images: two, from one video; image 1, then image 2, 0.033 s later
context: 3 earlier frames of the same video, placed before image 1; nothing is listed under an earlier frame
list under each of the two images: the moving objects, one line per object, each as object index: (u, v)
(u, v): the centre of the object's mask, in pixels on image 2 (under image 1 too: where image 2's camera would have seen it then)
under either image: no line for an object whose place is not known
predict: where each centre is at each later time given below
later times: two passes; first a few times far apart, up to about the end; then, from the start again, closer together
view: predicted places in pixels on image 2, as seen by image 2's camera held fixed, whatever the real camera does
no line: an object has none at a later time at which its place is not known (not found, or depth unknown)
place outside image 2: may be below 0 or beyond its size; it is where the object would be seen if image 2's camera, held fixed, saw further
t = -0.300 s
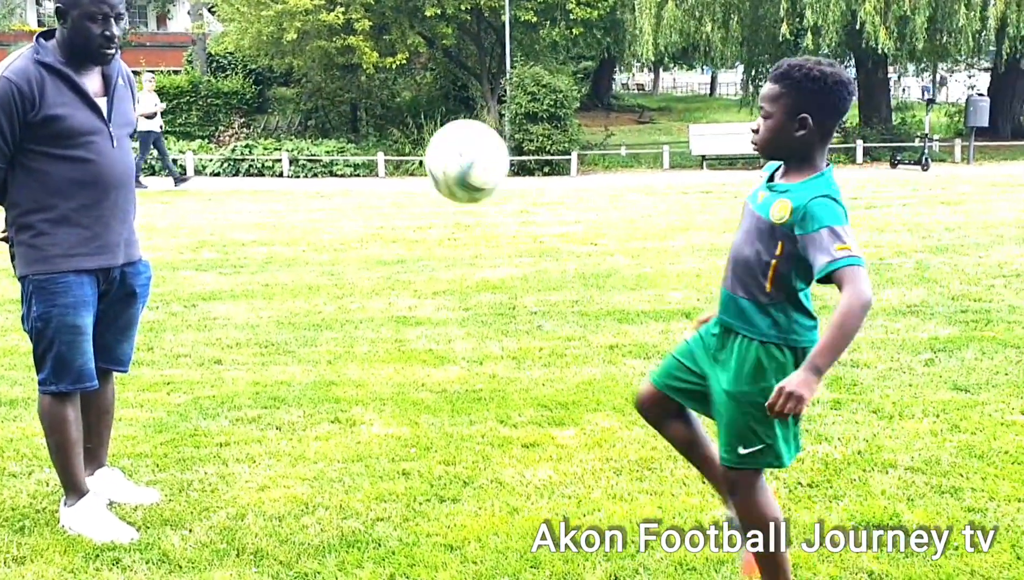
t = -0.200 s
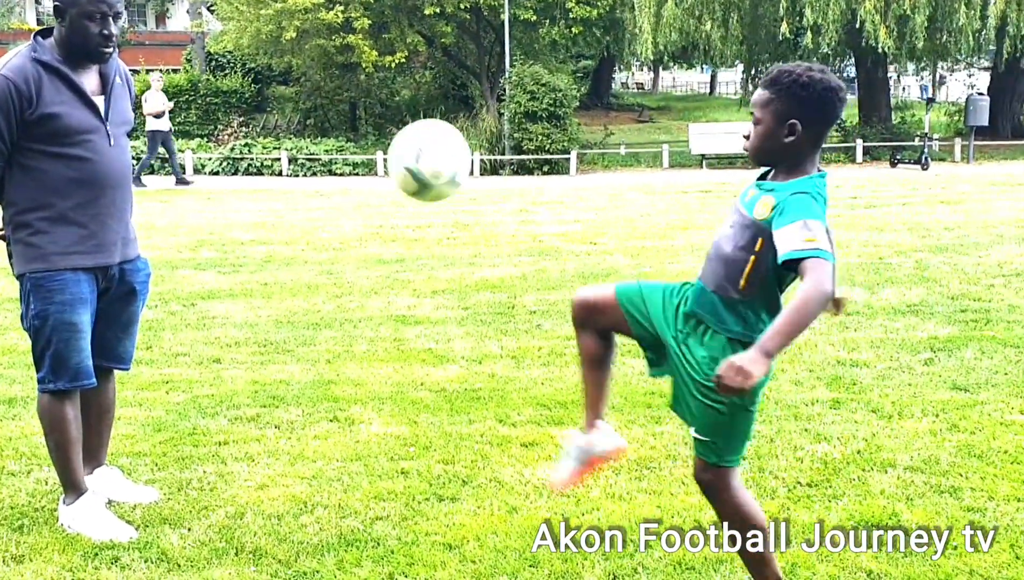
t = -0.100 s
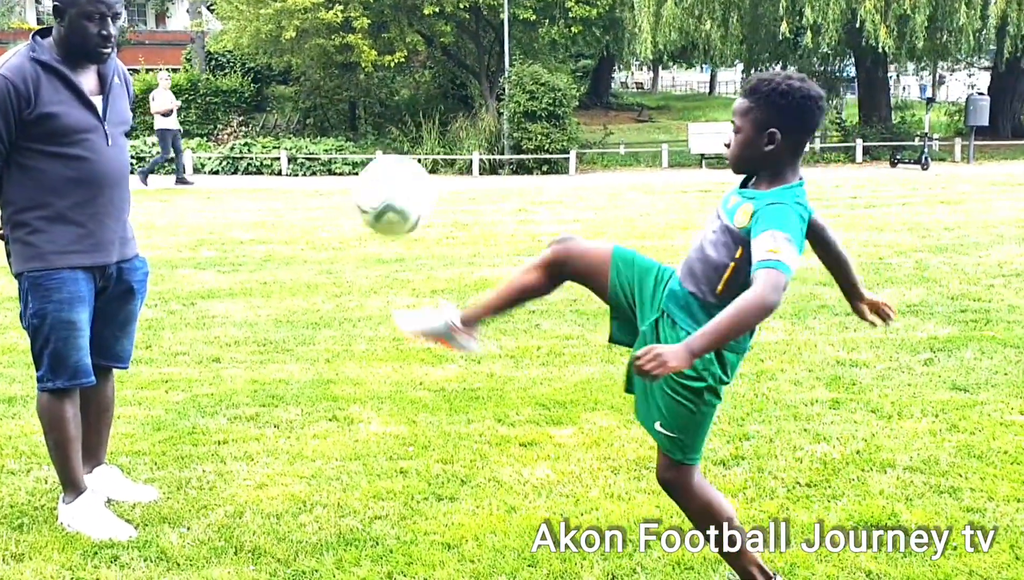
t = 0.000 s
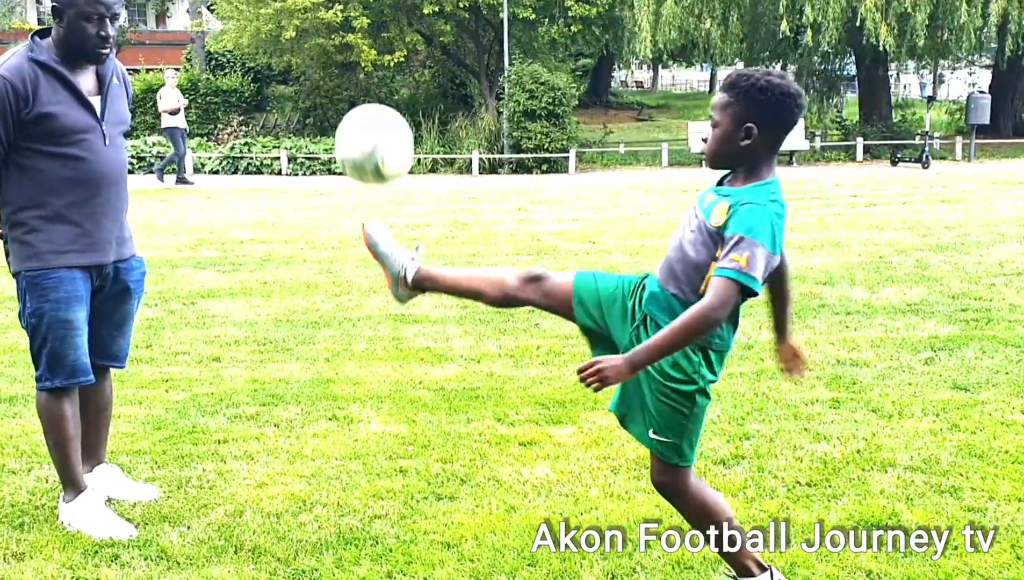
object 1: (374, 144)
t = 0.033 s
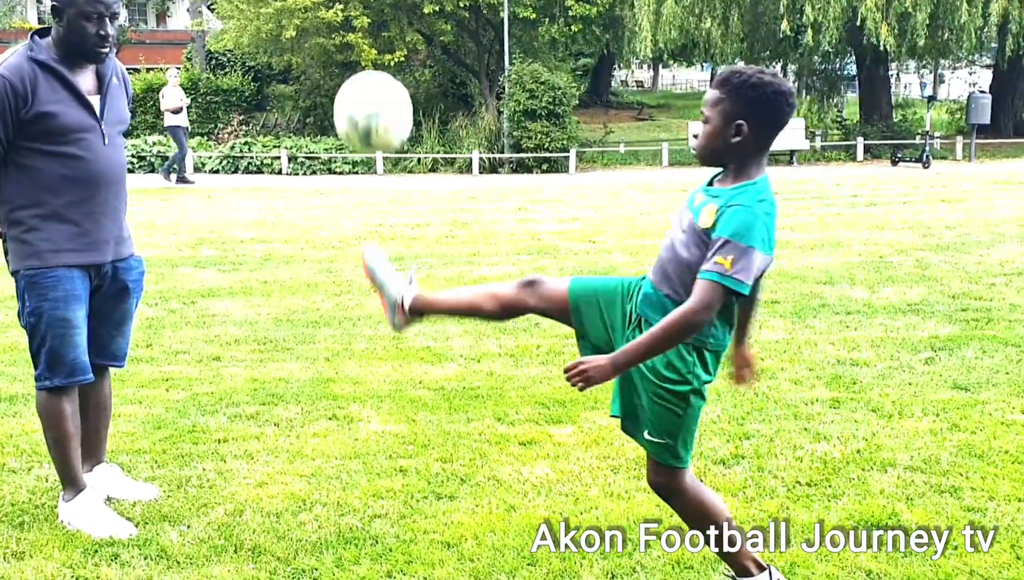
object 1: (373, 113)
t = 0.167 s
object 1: (369, 32)
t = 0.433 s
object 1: (368, 51)
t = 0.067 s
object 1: (372, 85)
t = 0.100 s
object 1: (371, 62)
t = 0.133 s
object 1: (370, 42)
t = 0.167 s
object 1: (369, 32)
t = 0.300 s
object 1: (366, 20)
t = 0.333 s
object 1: (367, 22)
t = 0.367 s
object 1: (367, 27)
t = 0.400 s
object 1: (367, 36)
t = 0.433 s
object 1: (368, 51)
